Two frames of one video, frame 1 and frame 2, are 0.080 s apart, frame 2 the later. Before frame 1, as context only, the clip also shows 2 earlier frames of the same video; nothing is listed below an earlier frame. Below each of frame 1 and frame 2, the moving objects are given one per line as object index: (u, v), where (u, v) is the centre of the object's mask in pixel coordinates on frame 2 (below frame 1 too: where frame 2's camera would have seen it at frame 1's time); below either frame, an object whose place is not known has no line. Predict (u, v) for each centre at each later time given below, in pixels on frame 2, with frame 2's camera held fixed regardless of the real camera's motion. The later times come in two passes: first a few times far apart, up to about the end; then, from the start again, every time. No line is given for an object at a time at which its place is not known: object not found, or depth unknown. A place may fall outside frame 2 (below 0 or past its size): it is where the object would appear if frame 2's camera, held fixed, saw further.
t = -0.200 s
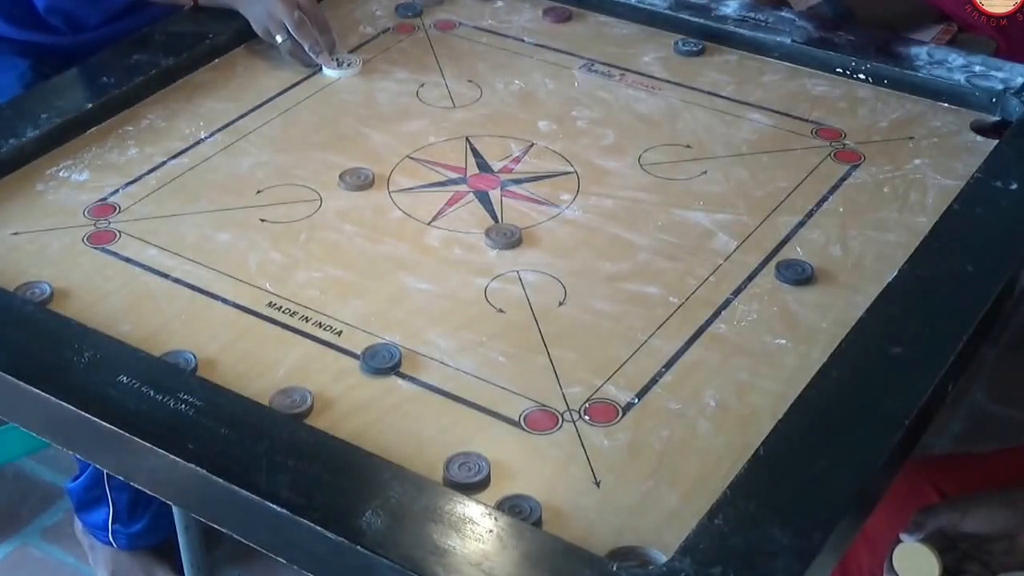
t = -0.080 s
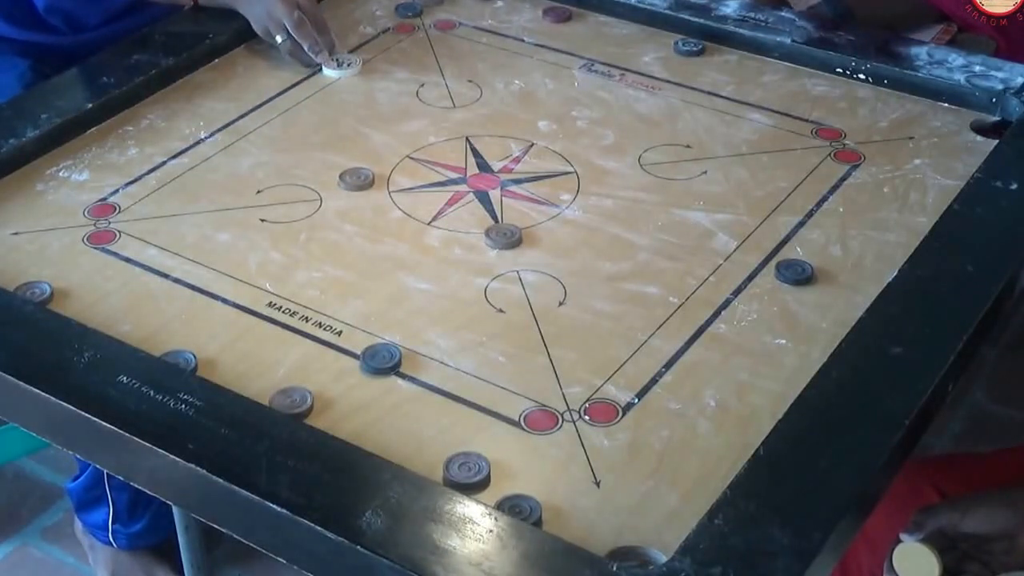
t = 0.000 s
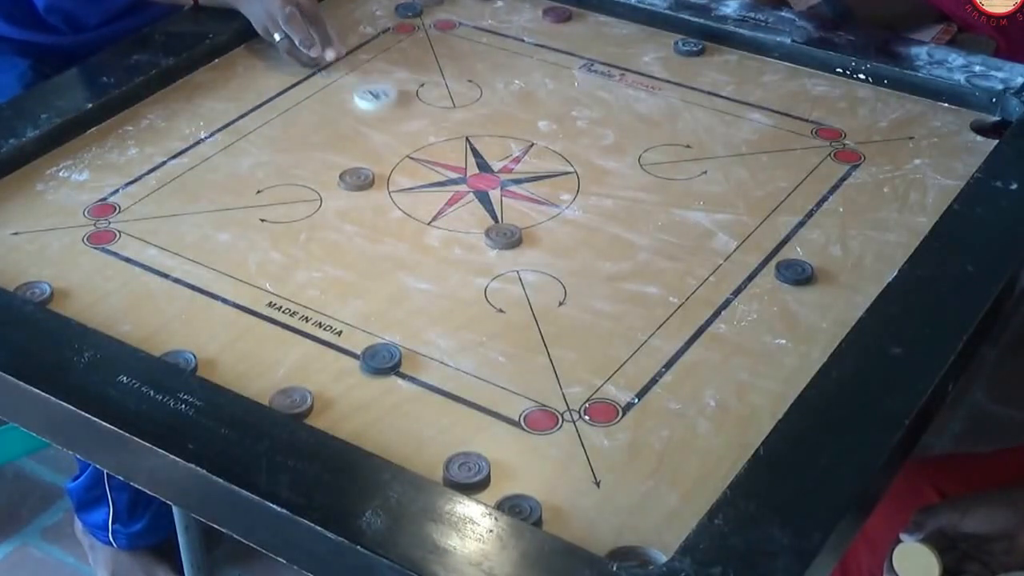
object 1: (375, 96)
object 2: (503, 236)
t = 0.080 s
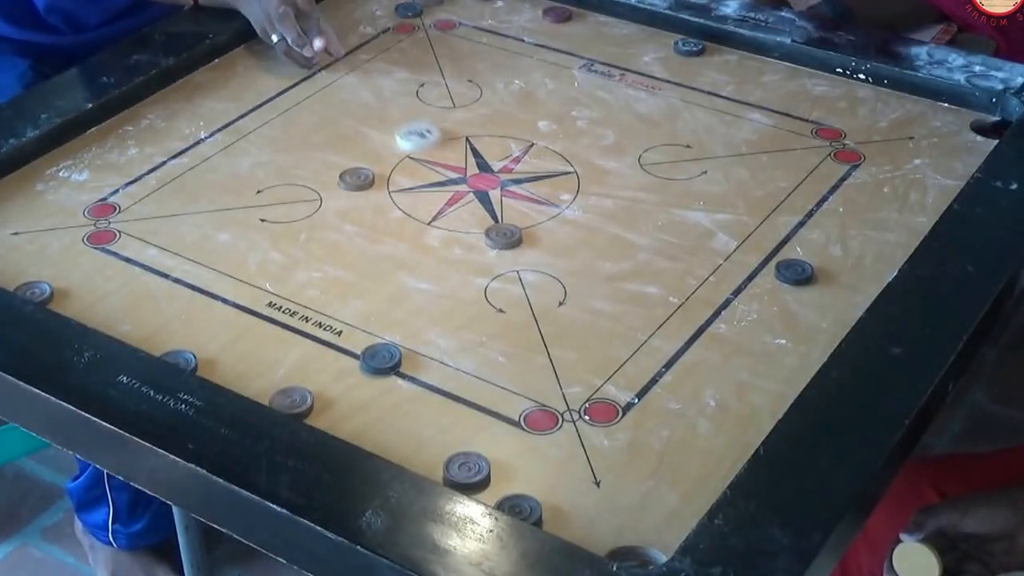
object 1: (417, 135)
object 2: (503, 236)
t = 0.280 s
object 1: (518, 223)
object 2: (516, 270)
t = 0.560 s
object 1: (598, 266)
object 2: (585, 473)
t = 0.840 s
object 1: (610, 272)
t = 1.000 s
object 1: (610, 272)
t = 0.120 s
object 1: (438, 156)
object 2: (503, 236)
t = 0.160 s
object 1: (460, 176)
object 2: (503, 236)
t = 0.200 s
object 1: (481, 196)
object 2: (503, 236)
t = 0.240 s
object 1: (501, 214)
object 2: (505, 241)
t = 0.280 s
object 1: (518, 223)
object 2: (516, 270)
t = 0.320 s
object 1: (534, 232)
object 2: (527, 301)
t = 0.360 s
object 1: (549, 239)
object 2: (537, 331)
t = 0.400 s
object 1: (561, 246)
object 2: (548, 360)
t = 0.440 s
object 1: (573, 253)
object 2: (558, 389)
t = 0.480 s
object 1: (583, 258)
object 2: (568, 419)
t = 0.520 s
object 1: (592, 263)
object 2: (576, 447)
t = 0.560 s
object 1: (598, 266)
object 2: (585, 473)
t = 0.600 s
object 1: (604, 269)
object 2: (593, 498)
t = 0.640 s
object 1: (607, 271)
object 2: (601, 521)
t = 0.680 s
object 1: (610, 272)
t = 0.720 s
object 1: (610, 272)
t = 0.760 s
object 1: (610, 272)
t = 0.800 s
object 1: (610, 272)
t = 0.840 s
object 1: (610, 272)
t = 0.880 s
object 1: (610, 272)
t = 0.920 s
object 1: (610, 272)
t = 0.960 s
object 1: (610, 272)
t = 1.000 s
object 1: (610, 272)
